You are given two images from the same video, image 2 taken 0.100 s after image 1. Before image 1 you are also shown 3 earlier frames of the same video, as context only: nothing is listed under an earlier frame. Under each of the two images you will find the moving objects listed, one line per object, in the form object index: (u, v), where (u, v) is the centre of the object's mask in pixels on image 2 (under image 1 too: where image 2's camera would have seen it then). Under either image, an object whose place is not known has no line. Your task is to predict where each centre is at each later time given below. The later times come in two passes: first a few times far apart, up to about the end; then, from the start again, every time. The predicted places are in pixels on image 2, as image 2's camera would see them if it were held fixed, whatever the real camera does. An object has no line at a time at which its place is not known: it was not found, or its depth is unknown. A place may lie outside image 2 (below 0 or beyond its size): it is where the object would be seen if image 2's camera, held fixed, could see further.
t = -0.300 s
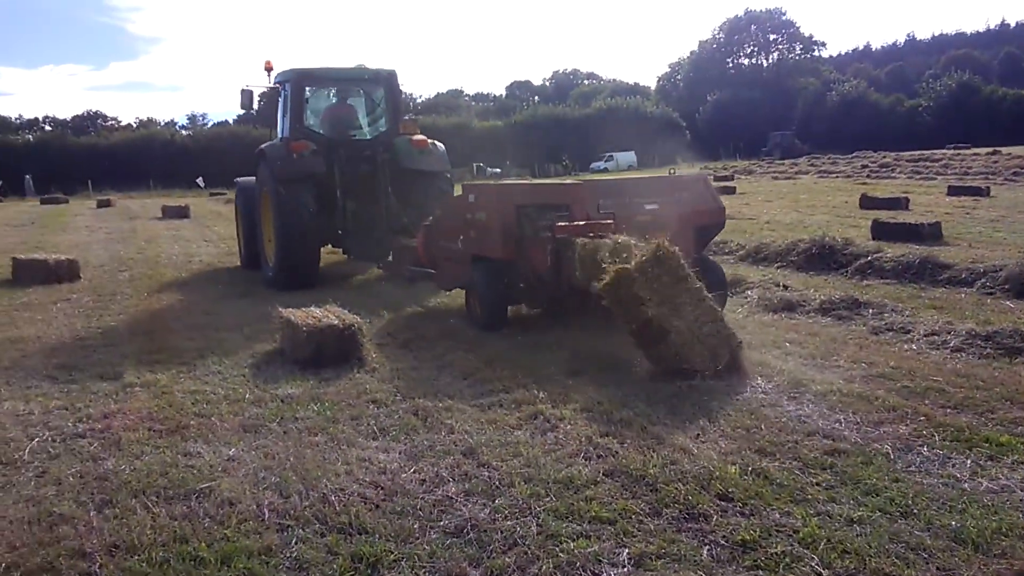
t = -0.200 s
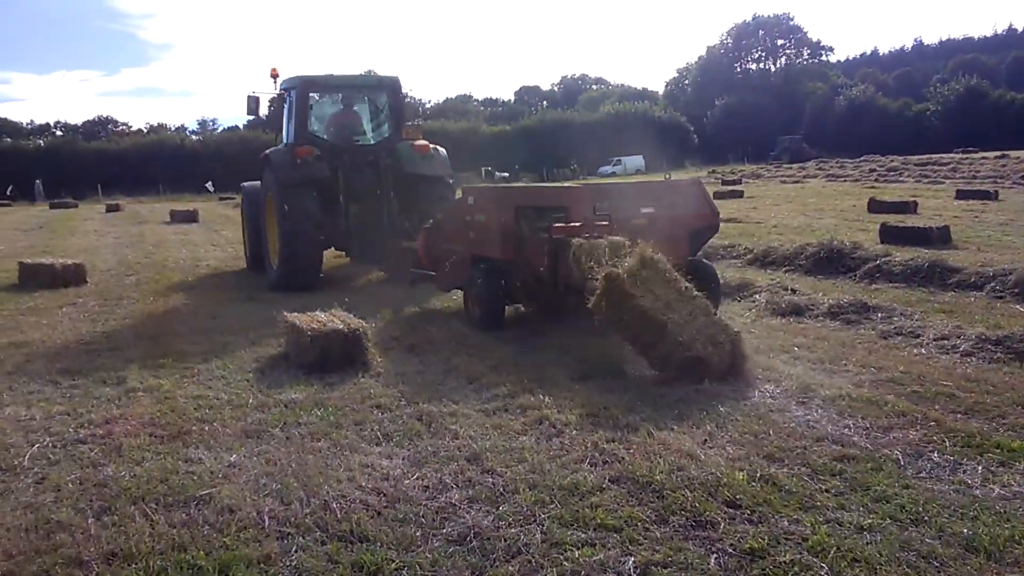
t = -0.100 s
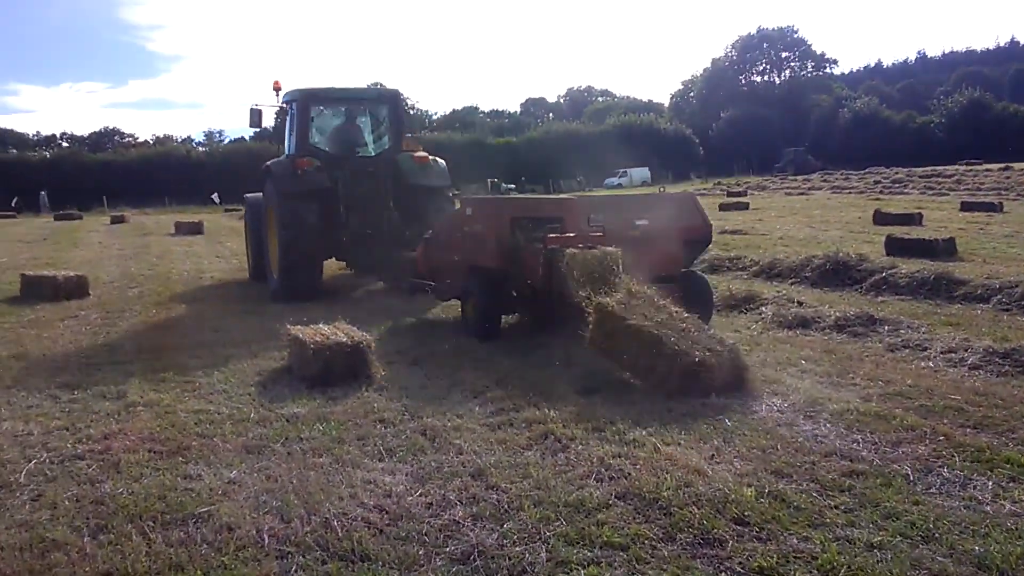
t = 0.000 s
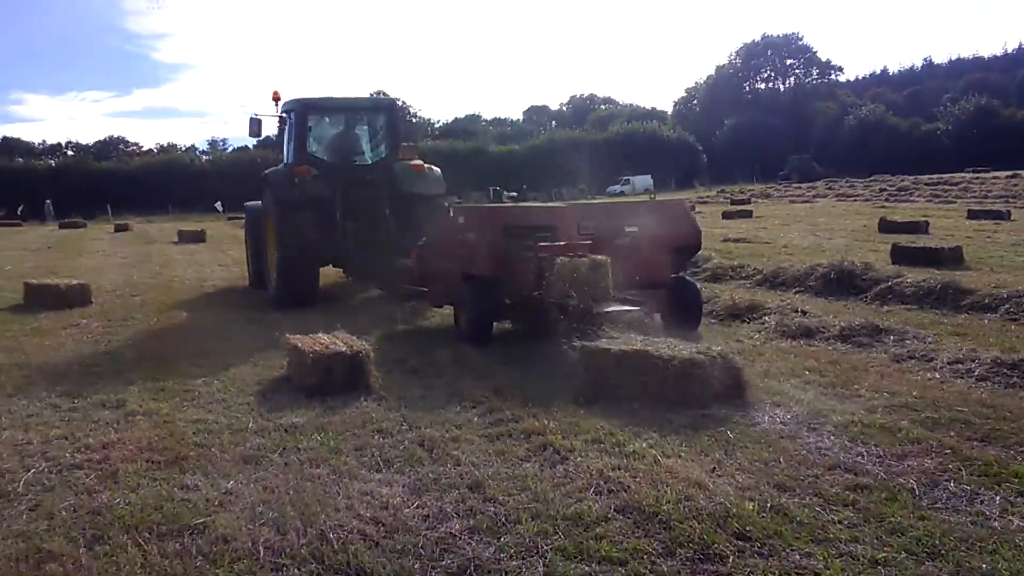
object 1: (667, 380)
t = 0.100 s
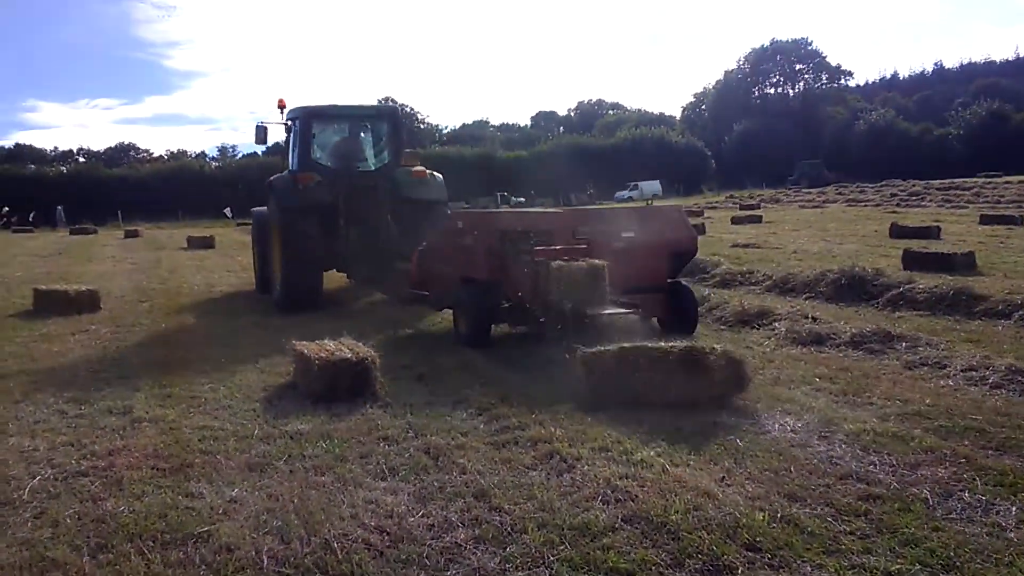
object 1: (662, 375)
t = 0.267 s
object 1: (663, 375)
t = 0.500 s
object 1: (669, 379)
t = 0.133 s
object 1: (662, 372)
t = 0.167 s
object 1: (662, 371)
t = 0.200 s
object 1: (661, 371)
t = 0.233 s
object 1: (662, 372)
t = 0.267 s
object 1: (663, 375)
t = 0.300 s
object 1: (665, 377)
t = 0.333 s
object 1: (667, 379)
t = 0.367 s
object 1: (669, 380)
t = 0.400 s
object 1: (669, 380)
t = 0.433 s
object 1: (668, 379)
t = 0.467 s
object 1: (669, 379)
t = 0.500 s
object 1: (669, 379)
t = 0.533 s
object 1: (668, 379)
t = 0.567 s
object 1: (668, 380)
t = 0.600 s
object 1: (668, 380)
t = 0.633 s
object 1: (668, 380)
